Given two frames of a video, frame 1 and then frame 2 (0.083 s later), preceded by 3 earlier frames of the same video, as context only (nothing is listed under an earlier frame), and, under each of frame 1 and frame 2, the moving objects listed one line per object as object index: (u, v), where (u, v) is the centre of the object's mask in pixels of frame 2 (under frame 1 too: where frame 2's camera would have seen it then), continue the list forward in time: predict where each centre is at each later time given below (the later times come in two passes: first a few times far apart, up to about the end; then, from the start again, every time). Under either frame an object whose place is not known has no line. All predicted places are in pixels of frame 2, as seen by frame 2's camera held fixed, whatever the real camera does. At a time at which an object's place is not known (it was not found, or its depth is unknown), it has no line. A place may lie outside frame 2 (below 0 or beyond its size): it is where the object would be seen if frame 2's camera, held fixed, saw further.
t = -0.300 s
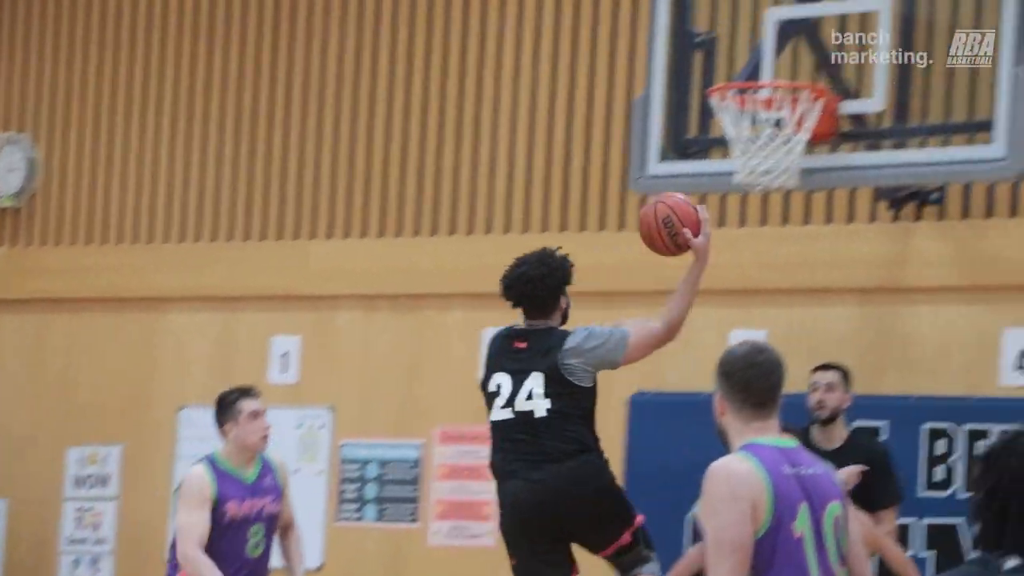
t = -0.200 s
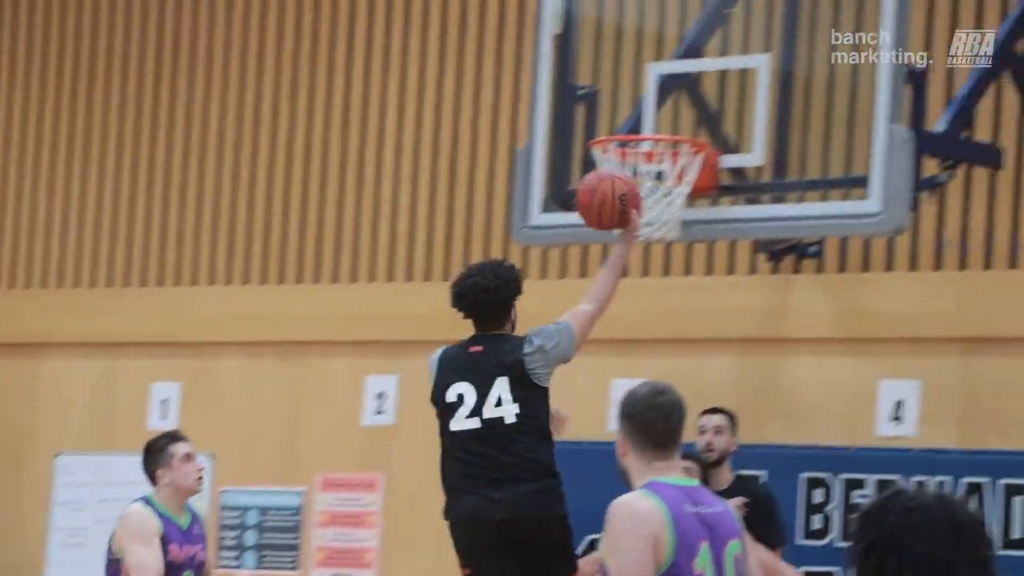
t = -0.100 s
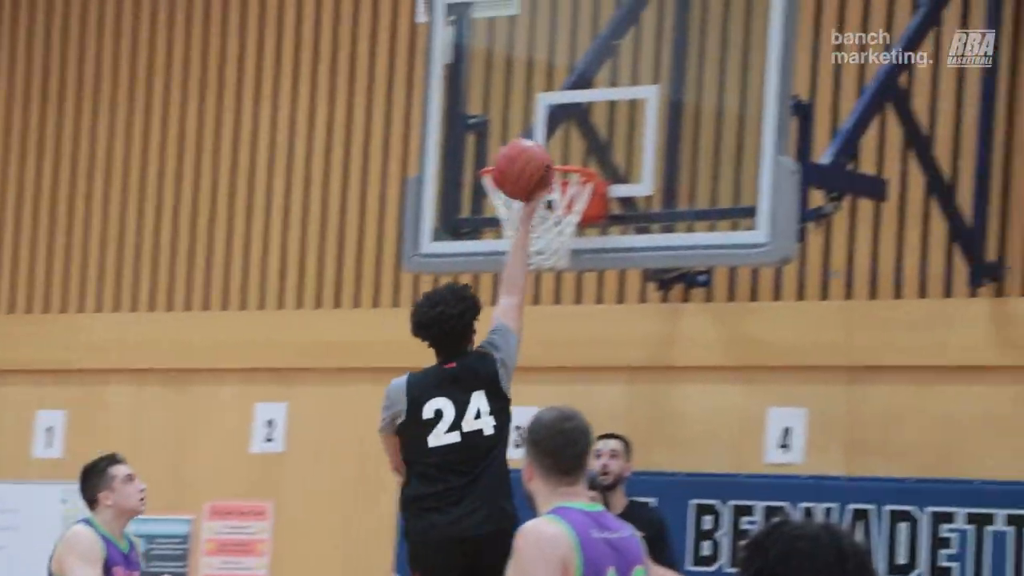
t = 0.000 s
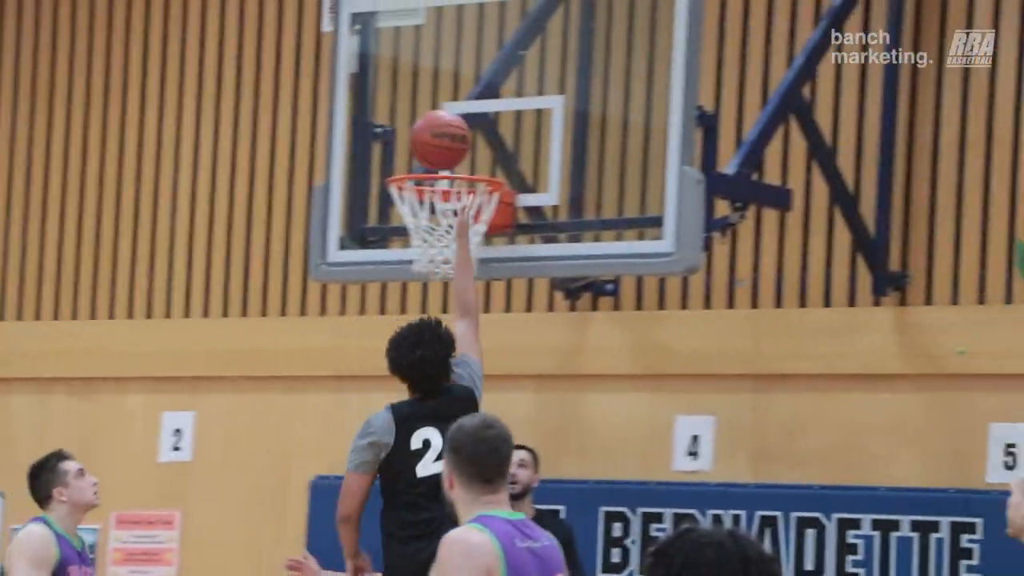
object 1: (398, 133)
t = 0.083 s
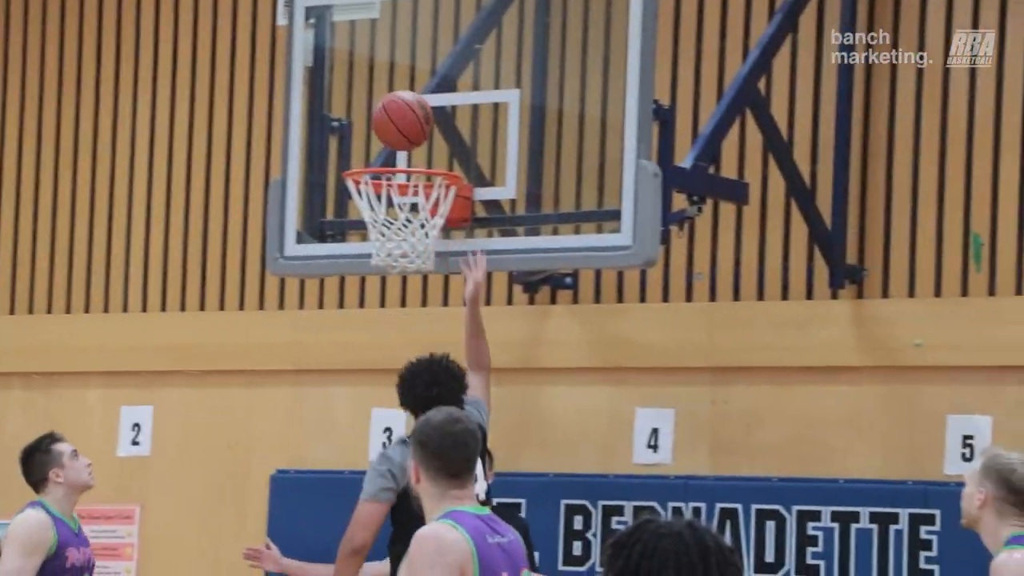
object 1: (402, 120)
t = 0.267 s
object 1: (413, 138)
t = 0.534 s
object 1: (417, 151)
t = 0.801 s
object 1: (372, 150)
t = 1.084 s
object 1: (415, 204)
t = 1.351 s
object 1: (405, 270)
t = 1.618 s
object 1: (379, 323)
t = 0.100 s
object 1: (403, 120)
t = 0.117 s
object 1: (404, 120)
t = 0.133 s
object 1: (404, 120)
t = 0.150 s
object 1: (405, 122)
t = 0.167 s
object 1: (406, 124)
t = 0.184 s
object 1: (406, 127)
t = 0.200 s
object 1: (408, 129)
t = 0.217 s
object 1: (408, 134)
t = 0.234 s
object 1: (409, 138)
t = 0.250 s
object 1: (411, 139)
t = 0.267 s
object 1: (413, 138)
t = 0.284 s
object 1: (415, 137)
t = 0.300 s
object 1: (417, 137)
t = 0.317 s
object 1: (419, 138)
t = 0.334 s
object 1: (421, 138)
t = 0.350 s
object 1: (423, 139)
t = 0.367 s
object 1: (425, 141)
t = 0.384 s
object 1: (428, 143)
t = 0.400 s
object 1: (430, 146)
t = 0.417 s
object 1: (432, 148)
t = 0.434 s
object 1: (434, 151)
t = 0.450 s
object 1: (434, 153)
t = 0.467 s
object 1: (431, 152)
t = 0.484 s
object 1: (427, 152)
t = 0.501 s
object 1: (424, 151)
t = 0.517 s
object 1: (421, 152)
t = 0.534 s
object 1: (417, 151)
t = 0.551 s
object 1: (412, 152)
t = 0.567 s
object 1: (409, 154)
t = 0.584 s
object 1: (406, 154)
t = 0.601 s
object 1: (402, 152)
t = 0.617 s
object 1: (398, 152)
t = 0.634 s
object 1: (394, 151)
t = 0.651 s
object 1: (390, 150)
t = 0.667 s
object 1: (387, 150)
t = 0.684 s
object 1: (383, 150)
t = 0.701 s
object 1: (379, 151)
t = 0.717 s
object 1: (374, 152)
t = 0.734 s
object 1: (373, 151)
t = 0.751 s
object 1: (373, 150)
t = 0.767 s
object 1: (373, 150)
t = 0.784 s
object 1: (372, 149)
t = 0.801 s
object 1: (372, 150)
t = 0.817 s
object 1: (372, 150)
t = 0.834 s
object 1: (371, 151)
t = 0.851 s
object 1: (372, 152)
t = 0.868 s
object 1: (375, 152)
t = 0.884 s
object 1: (378, 158)
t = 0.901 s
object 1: (380, 159)
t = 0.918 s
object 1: (382, 164)
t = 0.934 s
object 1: (387, 167)
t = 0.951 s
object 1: (389, 167)
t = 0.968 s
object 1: (392, 173)
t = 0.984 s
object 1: (395, 177)
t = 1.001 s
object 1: (397, 180)
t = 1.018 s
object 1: (401, 185)
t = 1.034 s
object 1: (406, 193)
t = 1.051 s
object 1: (409, 196)
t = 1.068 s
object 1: (412, 200)
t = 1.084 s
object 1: (415, 204)
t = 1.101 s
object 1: (419, 210)
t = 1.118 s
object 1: (422, 215)
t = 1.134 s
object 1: (423, 221)
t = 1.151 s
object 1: (425, 224)
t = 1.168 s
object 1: (426, 228)
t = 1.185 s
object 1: (425, 231)
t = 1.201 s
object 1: (426, 234)
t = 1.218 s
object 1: (426, 235)
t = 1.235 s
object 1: (424, 258)
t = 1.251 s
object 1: (423, 259)
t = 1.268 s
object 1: (421, 252)
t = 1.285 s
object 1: (417, 244)
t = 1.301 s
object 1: (416, 265)
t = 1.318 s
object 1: (413, 267)
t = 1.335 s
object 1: (408, 256)
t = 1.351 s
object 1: (405, 270)
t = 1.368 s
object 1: (399, 265)
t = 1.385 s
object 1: (398, 273)
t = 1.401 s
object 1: (395, 273)
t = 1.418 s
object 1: (393, 274)
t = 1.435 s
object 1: (391, 275)
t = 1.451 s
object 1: (390, 275)
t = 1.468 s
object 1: (389, 276)
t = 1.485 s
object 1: (388, 277)
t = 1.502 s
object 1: (387, 280)
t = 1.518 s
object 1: (386, 282)
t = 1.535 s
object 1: (385, 286)
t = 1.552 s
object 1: (384, 291)
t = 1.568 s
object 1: (383, 297)
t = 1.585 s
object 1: (382, 306)
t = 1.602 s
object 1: (380, 314)
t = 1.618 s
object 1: (379, 323)
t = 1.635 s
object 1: (377, 332)
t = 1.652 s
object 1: (376, 342)
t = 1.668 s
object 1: (375, 354)
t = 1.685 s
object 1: (373, 366)
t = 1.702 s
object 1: (372, 378)
